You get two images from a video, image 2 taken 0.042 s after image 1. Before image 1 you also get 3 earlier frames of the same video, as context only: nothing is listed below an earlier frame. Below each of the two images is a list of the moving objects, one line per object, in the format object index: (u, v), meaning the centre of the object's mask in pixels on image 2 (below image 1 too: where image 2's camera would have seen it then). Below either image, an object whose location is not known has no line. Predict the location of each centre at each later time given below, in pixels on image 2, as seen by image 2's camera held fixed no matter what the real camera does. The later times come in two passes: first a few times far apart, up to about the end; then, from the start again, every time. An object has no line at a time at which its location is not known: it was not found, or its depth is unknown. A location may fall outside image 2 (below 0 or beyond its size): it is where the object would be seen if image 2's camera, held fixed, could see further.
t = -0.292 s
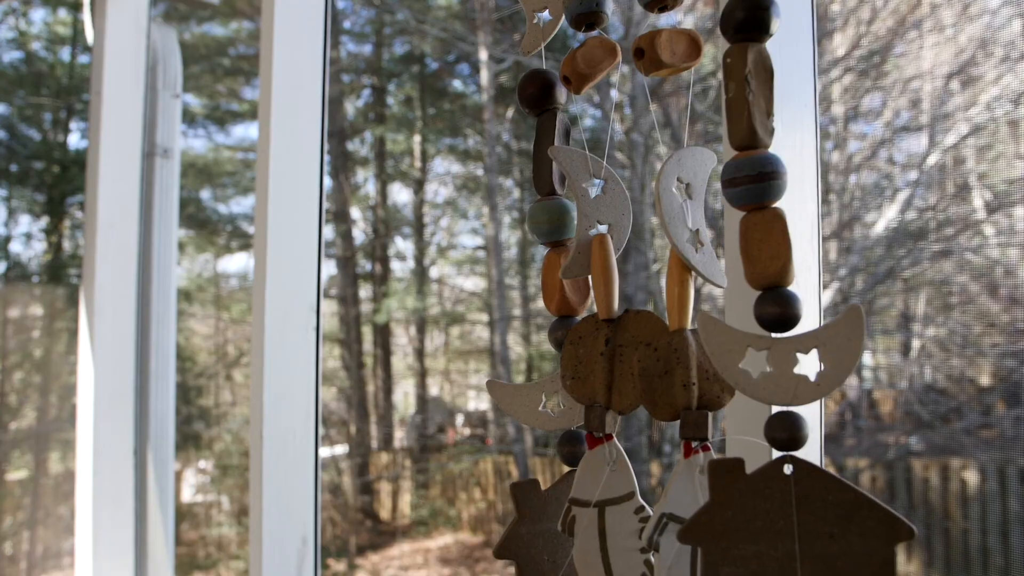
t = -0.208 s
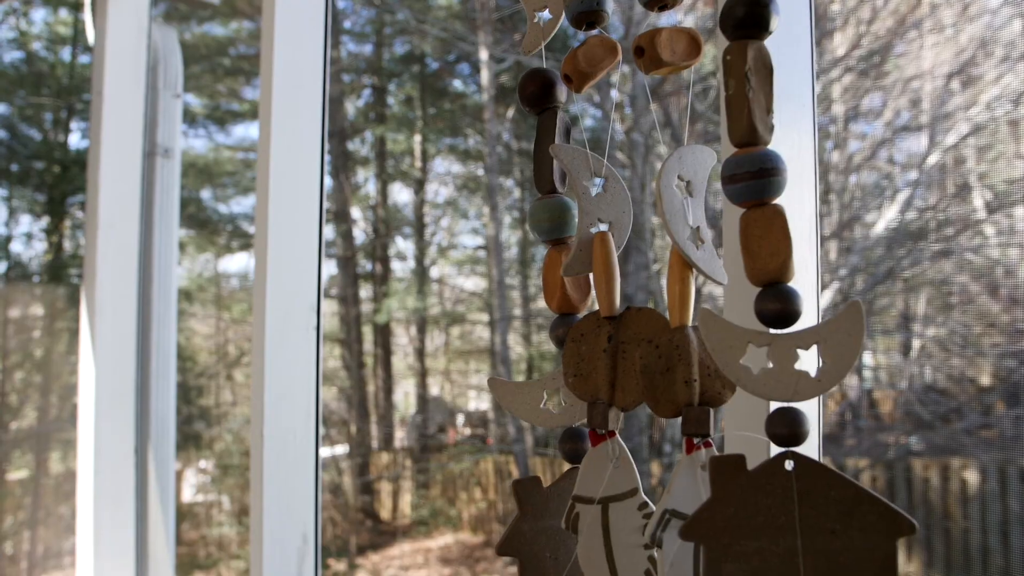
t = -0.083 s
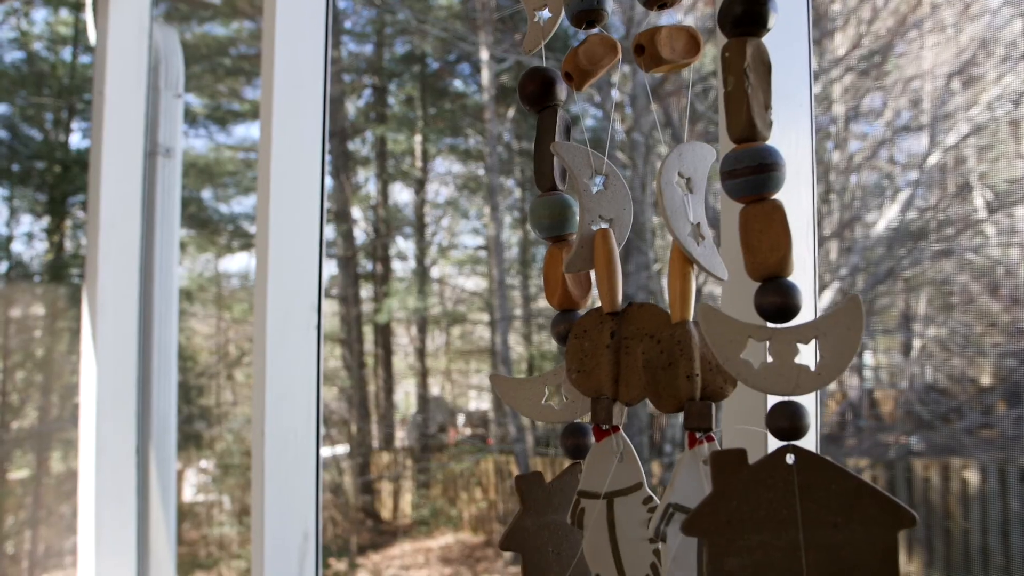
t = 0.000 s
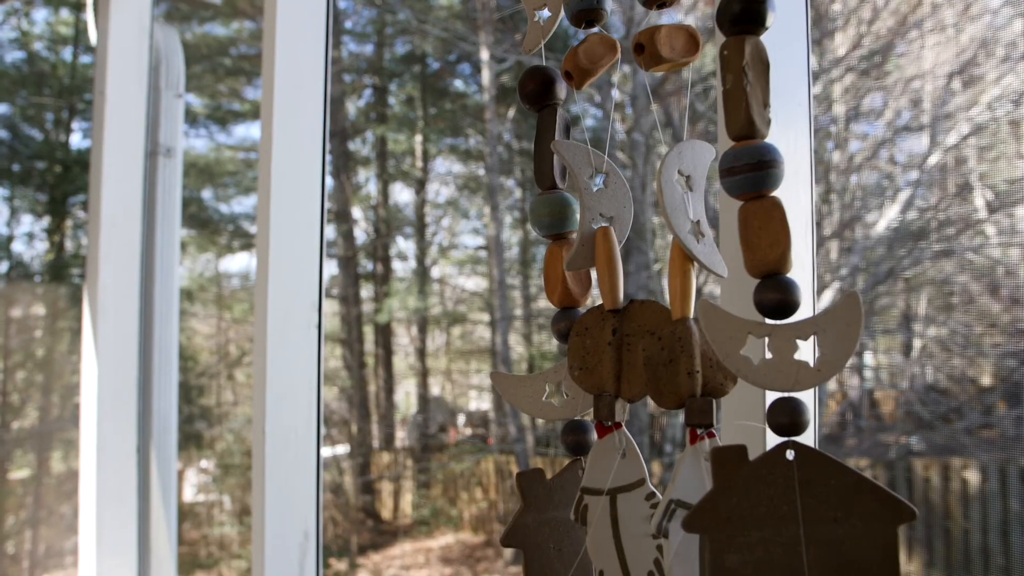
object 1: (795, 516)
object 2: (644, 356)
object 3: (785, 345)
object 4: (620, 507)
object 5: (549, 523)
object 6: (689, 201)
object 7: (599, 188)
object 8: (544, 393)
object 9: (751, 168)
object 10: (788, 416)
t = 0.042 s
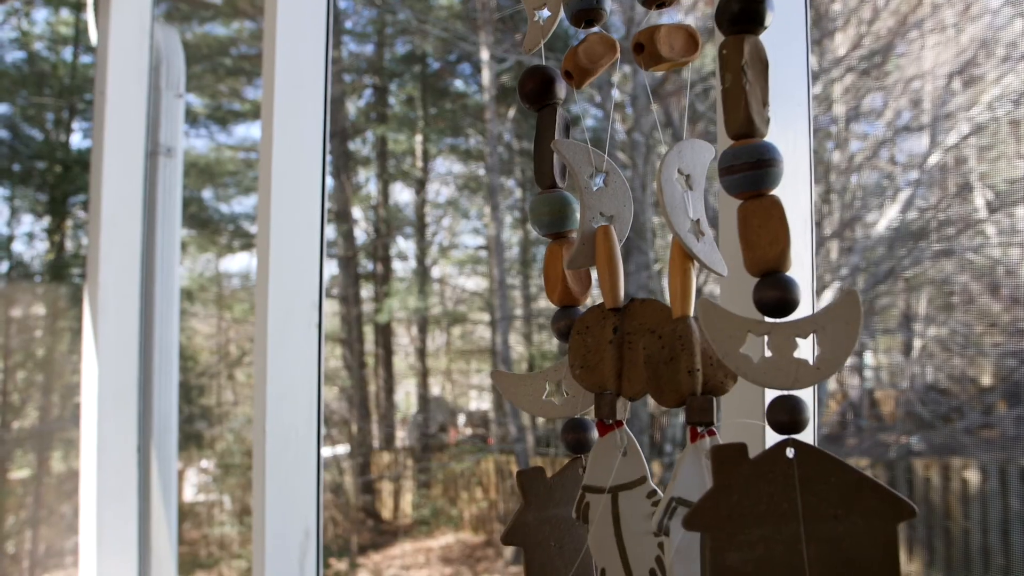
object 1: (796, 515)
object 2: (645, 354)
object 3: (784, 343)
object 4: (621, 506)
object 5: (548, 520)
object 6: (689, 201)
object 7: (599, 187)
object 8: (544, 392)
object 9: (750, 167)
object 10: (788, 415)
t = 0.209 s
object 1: (796, 512)
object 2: (646, 349)
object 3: (781, 337)
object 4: (627, 503)
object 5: (551, 516)
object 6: (688, 197)
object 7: (598, 184)
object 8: (546, 386)
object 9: (746, 163)
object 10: (786, 408)
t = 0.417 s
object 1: (794, 507)
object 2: (645, 341)
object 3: (775, 329)
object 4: (631, 496)
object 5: (553, 511)
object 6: (685, 194)
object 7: (591, 179)
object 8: (547, 377)
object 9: (740, 159)
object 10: (781, 398)
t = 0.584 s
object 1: (788, 503)
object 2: (642, 336)
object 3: (768, 325)
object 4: (632, 492)
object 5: (552, 507)
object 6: (680, 191)
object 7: (588, 177)
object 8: (546, 371)
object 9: (733, 158)
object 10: (774, 393)
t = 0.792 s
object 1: (778, 493)
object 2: (637, 331)
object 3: (757, 320)
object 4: (631, 485)
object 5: (548, 497)
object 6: (673, 191)
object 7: (585, 176)
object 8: (543, 363)
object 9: (724, 159)
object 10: (764, 386)
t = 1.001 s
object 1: (765, 484)
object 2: (630, 326)
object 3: (745, 317)
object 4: (622, 470)
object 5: (548, 484)
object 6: (665, 191)
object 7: (580, 176)
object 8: (537, 357)
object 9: (714, 161)
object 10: (752, 380)
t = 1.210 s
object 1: (750, 475)
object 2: (621, 323)
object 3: (732, 315)
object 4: (619, 477)
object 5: (541, 474)
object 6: (656, 192)
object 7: (576, 176)
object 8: (531, 351)
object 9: (704, 163)
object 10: (739, 376)
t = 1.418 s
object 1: (734, 464)
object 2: (614, 317)
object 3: (721, 310)
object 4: (608, 467)
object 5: (533, 463)
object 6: (649, 192)
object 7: (572, 176)
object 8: (526, 344)
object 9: (696, 164)
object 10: (726, 369)
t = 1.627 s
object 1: (718, 453)
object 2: (606, 311)
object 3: (711, 306)
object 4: (595, 455)
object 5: (525, 451)
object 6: (643, 190)
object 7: (571, 174)
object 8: (521, 336)
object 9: (689, 164)
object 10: (714, 362)
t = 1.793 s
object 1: (705, 444)
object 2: (599, 306)
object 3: (702, 302)
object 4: (584, 446)
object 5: (517, 441)
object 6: (639, 190)
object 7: (567, 182)
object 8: (517, 330)
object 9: (684, 165)
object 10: (703, 357)
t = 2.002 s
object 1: (691, 434)
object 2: (592, 301)
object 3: (693, 299)
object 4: (572, 437)
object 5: (504, 430)
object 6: (636, 188)
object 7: (566, 181)
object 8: (513, 324)
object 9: (680, 166)
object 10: (692, 352)
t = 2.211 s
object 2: (587, 295)
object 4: (563, 424)
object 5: (500, 417)
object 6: (633, 187)
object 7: (564, 178)
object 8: (511, 317)
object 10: (682, 346)
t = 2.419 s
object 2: (583, 290)
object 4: (555, 416)
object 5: (500, 407)
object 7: (563, 176)
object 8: (510, 311)
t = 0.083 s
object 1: (796, 514)
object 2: (645, 353)
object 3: (784, 341)
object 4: (622, 505)
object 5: (549, 519)
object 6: (689, 200)
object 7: (599, 186)
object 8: (545, 390)
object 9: (749, 165)
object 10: (787, 413)
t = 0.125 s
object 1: (796, 513)
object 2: (646, 351)
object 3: (783, 339)
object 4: (624, 504)
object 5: (549, 519)
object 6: (689, 199)
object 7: (598, 186)
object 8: (546, 388)
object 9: (748, 164)
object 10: (787, 411)
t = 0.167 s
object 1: (796, 513)
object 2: (646, 350)
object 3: (782, 338)
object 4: (625, 504)
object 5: (551, 517)
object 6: (688, 198)
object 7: (592, 182)
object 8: (546, 387)
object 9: (747, 164)
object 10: (787, 409)
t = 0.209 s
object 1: (796, 512)
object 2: (646, 349)
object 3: (781, 337)
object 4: (627, 503)
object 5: (551, 516)
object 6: (688, 197)
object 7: (598, 184)
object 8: (546, 386)
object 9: (746, 163)
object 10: (786, 408)
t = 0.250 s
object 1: (796, 511)
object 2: (646, 347)
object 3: (781, 335)
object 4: (627, 501)
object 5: (556, 518)
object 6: (687, 196)
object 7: (598, 184)
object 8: (546, 384)
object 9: (745, 162)
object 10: (785, 406)
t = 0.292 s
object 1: (796, 510)
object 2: (646, 346)
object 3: (779, 334)
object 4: (628, 500)
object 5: (553, 514)
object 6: (686, 196)
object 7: (594, 181)
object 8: (547, 382)
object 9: (743, 161)
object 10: (784, 404)
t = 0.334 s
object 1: (795, 509)
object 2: (646, 344)
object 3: (778, 332)
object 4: (629, 499)
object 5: (552, 514)
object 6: (686, 195)
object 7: (591, 179)
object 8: (547, 380)
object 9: (742, 161)
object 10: (783, 402)
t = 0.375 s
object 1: (795, 508)
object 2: (645, 343)
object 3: (777, 331)
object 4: (630, 498)
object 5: (553, 513)
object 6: (685, 194)
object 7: (591, 178)
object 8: (547, 379)
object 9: (741, 160)
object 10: (782, 400)
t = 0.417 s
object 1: (794, 507)
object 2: (645, 341)
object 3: (775, 329)
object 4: (631, 496)
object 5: (553, 511)
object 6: (685, 194)
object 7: (591, 179)
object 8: (547, 377)
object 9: (740, 159)
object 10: (781, 398)
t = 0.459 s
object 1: (793, 505)
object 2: (645, 340)
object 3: (774, 328)
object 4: (631, 495)
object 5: (555, 508)
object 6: (684, 192)
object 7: (596, 179)
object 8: (547, 375)
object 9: (738, 159)
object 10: (780, 397)
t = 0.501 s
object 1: (792, 505)
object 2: (644, 339)
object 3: (772, 327)
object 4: (631, 494)
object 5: (554, 510)
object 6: (682, 192)
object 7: (595, 179)
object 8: (547, 373)
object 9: (736, 159)
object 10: (778, 395)
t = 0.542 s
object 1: (790, 504)
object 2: (643, 338)
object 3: (770, 326)
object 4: (632, 493)
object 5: (552, 509)
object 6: (681, 192)
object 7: (594, 179)
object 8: (546, 372)
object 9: (734, 159)
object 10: (776, 394)
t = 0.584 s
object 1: (788, 503)
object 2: (642, 336)
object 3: (768, 325)
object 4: (632, 492)
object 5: (552, 507)
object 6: (680, 191)
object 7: (588, 177)
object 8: (546, 371)
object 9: (733, 158)
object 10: (774, 393)
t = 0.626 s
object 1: (786, 501)
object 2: (641, 335)
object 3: (766, 324)
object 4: (632, 490)
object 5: (551, 505)
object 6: (679, 191)
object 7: (594, 177)
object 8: (545, 369)
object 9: (731, 158)
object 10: (773, 391)
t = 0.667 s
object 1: (785, 499)
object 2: (640, 334)
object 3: (764, 323)
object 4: (631, 486)
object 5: (551, 503)
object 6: (677, 191)
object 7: (593, 177)
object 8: (545, 368)
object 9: (729, 159)
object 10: (771, 390)
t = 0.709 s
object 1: (783, 498)
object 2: (639, 333)
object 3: (761, 322)
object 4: (632, 488)
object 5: (550, 502)
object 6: (676, 191)
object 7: (592, 177)
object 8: (544, 366)
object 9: (727, 159)
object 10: (769, 389)
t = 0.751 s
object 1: (780, 495)
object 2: (638, 332)
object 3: (759, 321)
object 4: (631, 486)
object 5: (549, 499)
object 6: (675, 190)
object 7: (586, 176)
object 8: (543, 364)
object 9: (725, 159)
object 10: (766, 387)
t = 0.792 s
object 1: (778, 493)
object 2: (637, 331)
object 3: (757, 320)
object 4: (631, 485)
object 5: (548, 497)
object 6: (673, 191)
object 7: (585, 176)
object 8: (543, 363)
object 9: (724, 159)
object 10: (764, 386)
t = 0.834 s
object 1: (776, 492)
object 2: (636, 330)
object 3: (755, 320)
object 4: (630, 483)
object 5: (547, 495)
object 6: (671, 191)
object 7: (584, 176)
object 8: (542, 362)
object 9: (722, 159)
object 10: (762, 385)
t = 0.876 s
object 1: (773, 490)
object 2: (634, 329)
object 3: (753, 320)
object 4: (630, 483)
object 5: (546, 494)
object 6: (670, 191)
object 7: (583, 176)
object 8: (541, 361)
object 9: (720, 160)
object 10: (760, 384)
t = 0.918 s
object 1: (770, 488)
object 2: (632, 328)
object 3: (750, 318)
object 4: (625, 473)
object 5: (544, 491)
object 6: (668, 191)
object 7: (586, 177)
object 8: (539, 359)
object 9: (718, 160)
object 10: (757, 382)
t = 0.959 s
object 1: (768, 486)
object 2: (632, 327)
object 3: (748, 317)
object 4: (628, 480)
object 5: (543, 489)
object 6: (667, 191)
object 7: (581, 176)
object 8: (538, 358)
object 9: (716, 160)
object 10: (754, 381)
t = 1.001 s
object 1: (765, 484)
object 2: (630, 326)
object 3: (745, 317)
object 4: (622, 470)
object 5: (548, 484)
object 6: (665, 191)
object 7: (580, 176)
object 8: (537, 357)
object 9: (714, 161)
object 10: (752, 380)
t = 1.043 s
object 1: (762, 482)
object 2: (628, 325)
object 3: (742, 316)
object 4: (620, 468)
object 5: (547, 482)
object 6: (663, 191)
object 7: (579, 176)
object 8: (536, 356)
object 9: (712, 161)
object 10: (749, 379)
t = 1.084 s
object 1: (759, 480)
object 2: (626, 324)
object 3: (740, 316)
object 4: (624, 480)
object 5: (546, 481)
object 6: (661, 191)
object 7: (578, 175)
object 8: (535, 355)
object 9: (710, 161)
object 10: (746, 378)
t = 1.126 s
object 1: (756, 478)
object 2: (625, 323)
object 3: (737, 315)
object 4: (617, 465)
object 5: (544, 478)
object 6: (660, 191)
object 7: (580, 179)
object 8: (534, 353)
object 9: (708, 161)
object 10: (744, 377)
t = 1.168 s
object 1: (753, 477)
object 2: (623, 323)
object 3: (735, 315)
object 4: (621, 479)
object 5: (543, 476)
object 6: (658, 191)
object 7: (578, 180)
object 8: (532, 352)
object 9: (706, 162)
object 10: (741, 376)
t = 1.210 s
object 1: (750, 475)
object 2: (621, 323)
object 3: (732, 315)
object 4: (619, 477)
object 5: (541, 474)
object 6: (656, 192)
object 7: (576, 176)
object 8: (531, 351)
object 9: (704, 163)
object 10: (739, 376)
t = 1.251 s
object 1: (747, 473)
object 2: (620, 322)
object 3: (730, 314)
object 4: (617, 477)
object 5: (540, 472)
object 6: (655, 192)
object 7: (575, 177)
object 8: (530, 350)
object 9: (702, 163)
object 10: (736, 375)
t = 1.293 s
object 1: (743, 471)
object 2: (618, 320)
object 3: (728, 313)
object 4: (615, 473)
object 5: (538, 470)
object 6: (653, 192)
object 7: (574, 176)
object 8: (529, 348)
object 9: (700, 163)
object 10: (734, 373)
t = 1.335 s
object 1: (740, 469)
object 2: (617, 319)
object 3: (725, 312)
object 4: (612, 472)
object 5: (536, 468)
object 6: (652, 192)
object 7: (573, 175)
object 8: (528, 347)
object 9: (699, 164)
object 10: (731, 372)
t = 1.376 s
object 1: (737, 467)
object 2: (615, 318)
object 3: (723, 311)
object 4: (611, 471)
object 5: (535, 465)
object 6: (650, 192)
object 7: (573, 177)
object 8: (527, 346)
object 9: (697, 164)
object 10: (729, 371)
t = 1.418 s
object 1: (734, 464)
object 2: (614, 317)
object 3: (721, 310)
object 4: (608, 467)
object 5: (533, 463)
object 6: (649, 192)
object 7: (572, 176)
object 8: (526, 344)
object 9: (696, 164)
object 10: (726, 369)
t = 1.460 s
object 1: (731, 462)
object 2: (612, 315)
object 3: (719, 309)
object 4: (605, 466)
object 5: (531, 460)
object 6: (647, 191)
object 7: (572, 176)
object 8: (525, 342)
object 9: (694, 164)
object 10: (723, 367)
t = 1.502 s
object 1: (728, 459)
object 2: (610, 314)
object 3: (717, 308)
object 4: (603, 462)
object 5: (530, 458)
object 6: (646, 191)
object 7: (572, 174)
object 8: (524, 341)
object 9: (693, 164)
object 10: (721, 366)
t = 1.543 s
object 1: (724, 457)
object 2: (609, 313)
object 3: (715, 308)
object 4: (600, 460)
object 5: (528, 456)
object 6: (645, 191)
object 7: (571, 175)
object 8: (523, 339)
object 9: (691, 165)
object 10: (719, 365)
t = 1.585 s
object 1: (721, 455)
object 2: (608, 312)
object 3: (713, 306)
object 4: (598, 457)
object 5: (526, 453)
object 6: (644, 191)
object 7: (570, 173)
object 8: (522, 338)
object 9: (690, 164)
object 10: (716, 363)
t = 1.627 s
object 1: (718, 453)
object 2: (606, 311)
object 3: (711, 306)
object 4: (595, 455)
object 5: (525, 451)
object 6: (643, 190)
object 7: (571, 174)
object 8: (521, 336)
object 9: (689, 164)
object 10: (714, 362)
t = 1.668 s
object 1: (715, 451)
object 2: (604, 309)
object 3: (709, 305)
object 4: (593, 453)
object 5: (523, 448)
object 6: (642, 191)
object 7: (570, 173)
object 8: (520, 335)
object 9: (688, 164)
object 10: (711, 361)
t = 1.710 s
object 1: (712, 449)
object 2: (602, 309)
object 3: (706, 304)
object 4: (590, 451)
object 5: (521, 446)
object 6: (641, 191)
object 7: (569, 184)
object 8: (519, 334)
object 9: (686, 165)
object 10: (709, 360)
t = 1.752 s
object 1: (708, 446)
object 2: (600, 307)
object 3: (704, 303)
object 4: (587, 449)
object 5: (519, 443)
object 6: (640, 190)
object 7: (568, 184)
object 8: (518, 332)
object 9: (685, 165)
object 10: (706, 358)
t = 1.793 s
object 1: (705, 444)
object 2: (599, 306)
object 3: (702, 302)
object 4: (584, 446)
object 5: (517, 441)
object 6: (639, 190)
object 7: (567, 182)
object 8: (517, 330)
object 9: (684, 165)
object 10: (703, 357)
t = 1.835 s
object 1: (702, 442)
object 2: (597, 305)
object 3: (700, 301)
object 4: (582, 443)
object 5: (515, 438)
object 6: (638, 190)
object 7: (567, 183)
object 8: (516, 329)
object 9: (683, 165)
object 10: (701, 356)
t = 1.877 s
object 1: (699, 440)
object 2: (596, 304)
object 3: (698, 301)
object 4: (580, 441)
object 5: (508, 437)
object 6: (638, 189)
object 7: (567, 182)
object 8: (515, 328)
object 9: (682, 165)
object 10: (699, 355)
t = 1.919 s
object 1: (696, 438)
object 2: (595, 303)
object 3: (696, 300)
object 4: (577, 440)
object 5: (506, 435)
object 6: (637, 189)
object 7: (566, 182)
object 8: (514, 327)
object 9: (681, 165)
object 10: (697, 354)
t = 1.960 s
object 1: (694, 436)
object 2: (593, 302)
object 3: (695, 300)
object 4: (575, 438)
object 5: (510, 432)
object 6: (636, 188)
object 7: (566, 181)
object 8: (514, 325)
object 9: (680, 166)
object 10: (694, 353)
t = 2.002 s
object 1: (691, 434)
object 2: (592, 301)
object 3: (693, 299)
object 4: (572, 437)
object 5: (504, 430)
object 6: (636, 188)
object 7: (566, 181)
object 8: (513, 324)
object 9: (680, 166)
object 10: (692, 352)
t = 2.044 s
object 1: (688, 432)
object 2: (591, 300)
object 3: (691, 298)
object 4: (570, 434)
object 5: (503, 428)
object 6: (635, 188)
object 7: (565, 181)
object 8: (513, 323)
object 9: (679, 166)
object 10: (690, 350)
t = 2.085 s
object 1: (686, 430)
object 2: (590, 298)
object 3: (690, 297)
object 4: (568, 431)
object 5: (501, 425)
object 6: (634, 188)
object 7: (565, 180)
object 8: (512, 321)
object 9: (678, 166)
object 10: (688, 349)
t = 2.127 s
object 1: (683, 428)
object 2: (589, 297)
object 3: (688, 297)
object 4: (566, 429)
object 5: (507, 423)
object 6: (634, 187)
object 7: (564, 180)
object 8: (512, 320)
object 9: (677, 167)
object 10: (686, 348)
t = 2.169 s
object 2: (588, 296)
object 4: (564, 427)
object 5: (506, 421)
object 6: (634, 188)
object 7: (565, 178)
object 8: (512, 319)
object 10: (684, 347)
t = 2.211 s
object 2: (587, 295)
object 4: (563, 424)
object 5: (500, 417)
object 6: (633, 187)
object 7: (564, 178)
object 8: (511, 317)
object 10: (682, 346)
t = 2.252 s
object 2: (586, 294)
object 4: (561, 423)
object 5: (502, 416)
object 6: (632, 187)
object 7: (563, 178)
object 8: (511, 316)
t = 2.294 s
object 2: (585, 293)
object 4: (559, 421)
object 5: (501, 414)
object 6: (632, 187)
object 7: (563, 178)
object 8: (511, 315)
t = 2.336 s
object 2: (584, 292)
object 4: (558, 419)
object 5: (499, 410)
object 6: (631, 186)
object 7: (563, 177)
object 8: (511, 314)
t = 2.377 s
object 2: (583, 291)
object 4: (556, 417)
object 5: (500, 409)
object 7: (563, 176)
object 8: (511, 312)
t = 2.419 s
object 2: (583, 290)
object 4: (555, 416)
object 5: (500, 407)
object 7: (563, 176)
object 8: (510, 311)
